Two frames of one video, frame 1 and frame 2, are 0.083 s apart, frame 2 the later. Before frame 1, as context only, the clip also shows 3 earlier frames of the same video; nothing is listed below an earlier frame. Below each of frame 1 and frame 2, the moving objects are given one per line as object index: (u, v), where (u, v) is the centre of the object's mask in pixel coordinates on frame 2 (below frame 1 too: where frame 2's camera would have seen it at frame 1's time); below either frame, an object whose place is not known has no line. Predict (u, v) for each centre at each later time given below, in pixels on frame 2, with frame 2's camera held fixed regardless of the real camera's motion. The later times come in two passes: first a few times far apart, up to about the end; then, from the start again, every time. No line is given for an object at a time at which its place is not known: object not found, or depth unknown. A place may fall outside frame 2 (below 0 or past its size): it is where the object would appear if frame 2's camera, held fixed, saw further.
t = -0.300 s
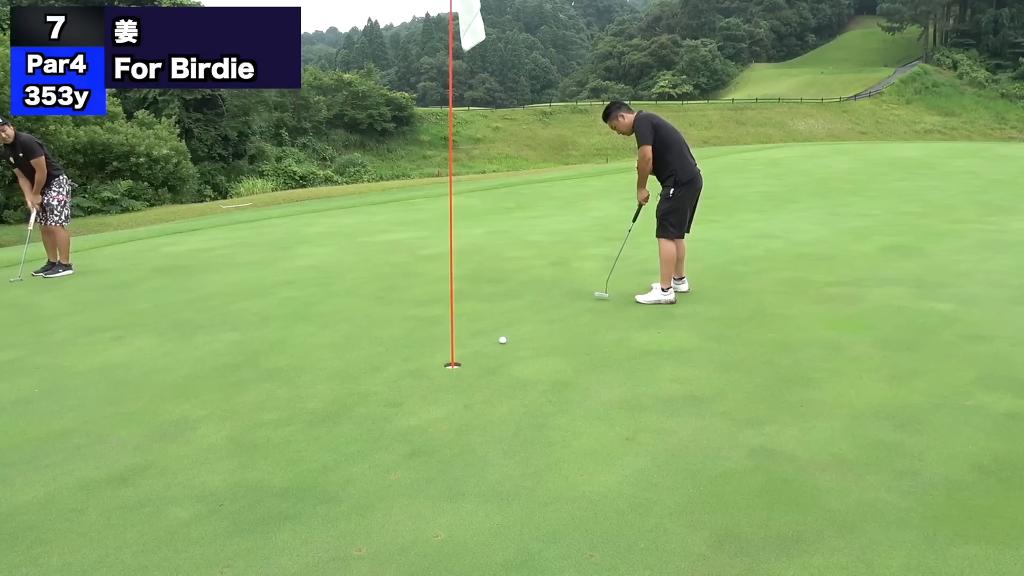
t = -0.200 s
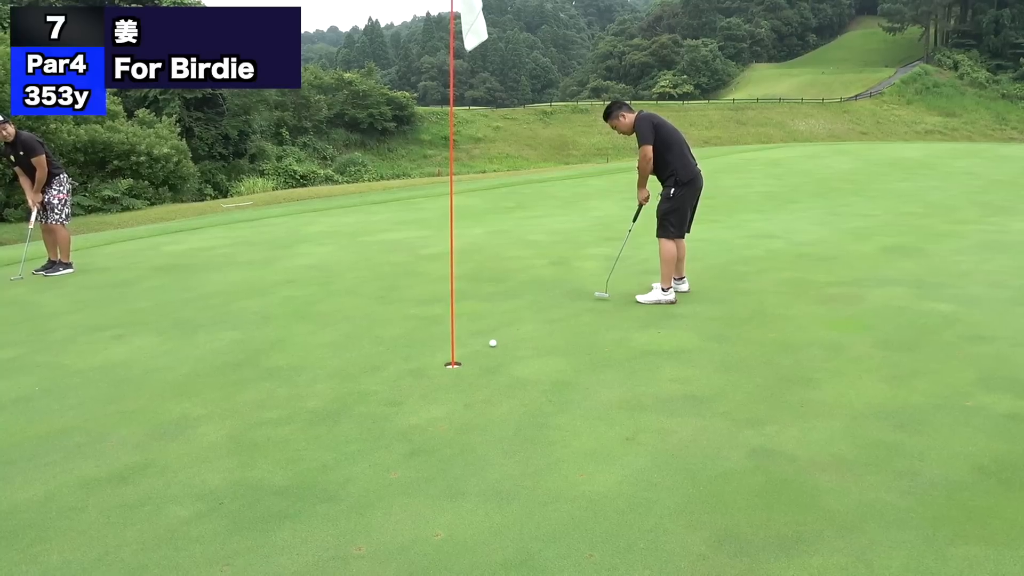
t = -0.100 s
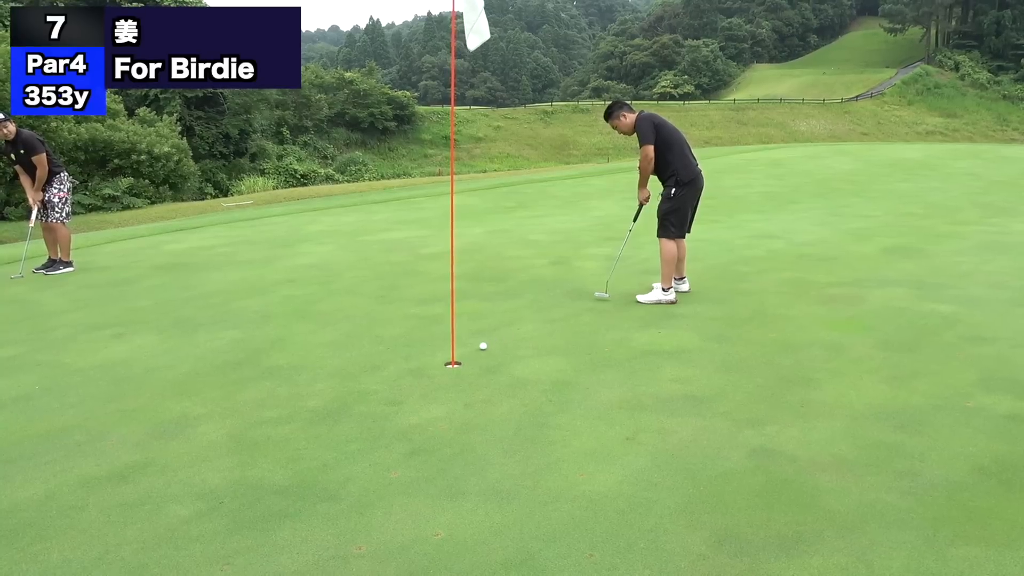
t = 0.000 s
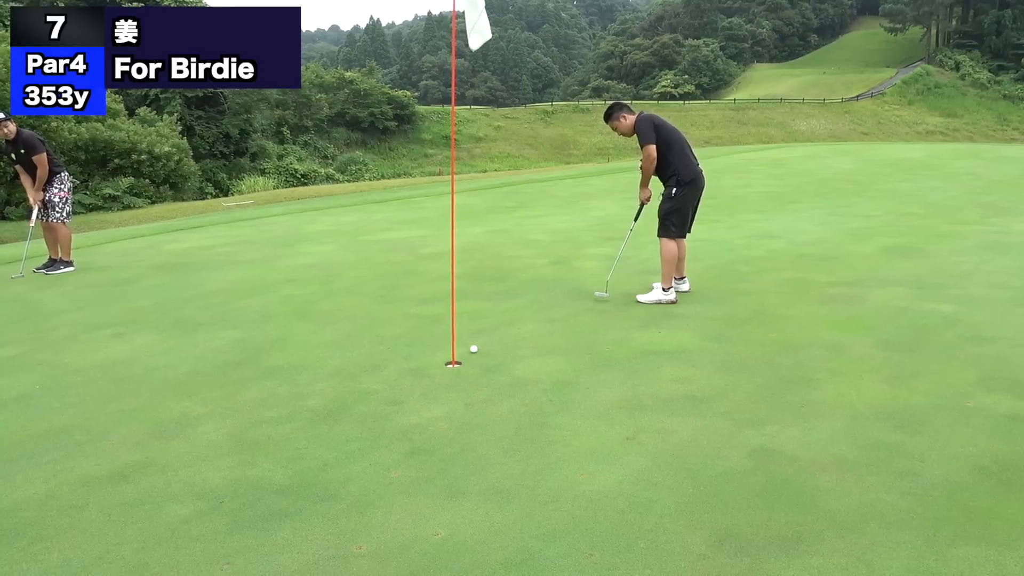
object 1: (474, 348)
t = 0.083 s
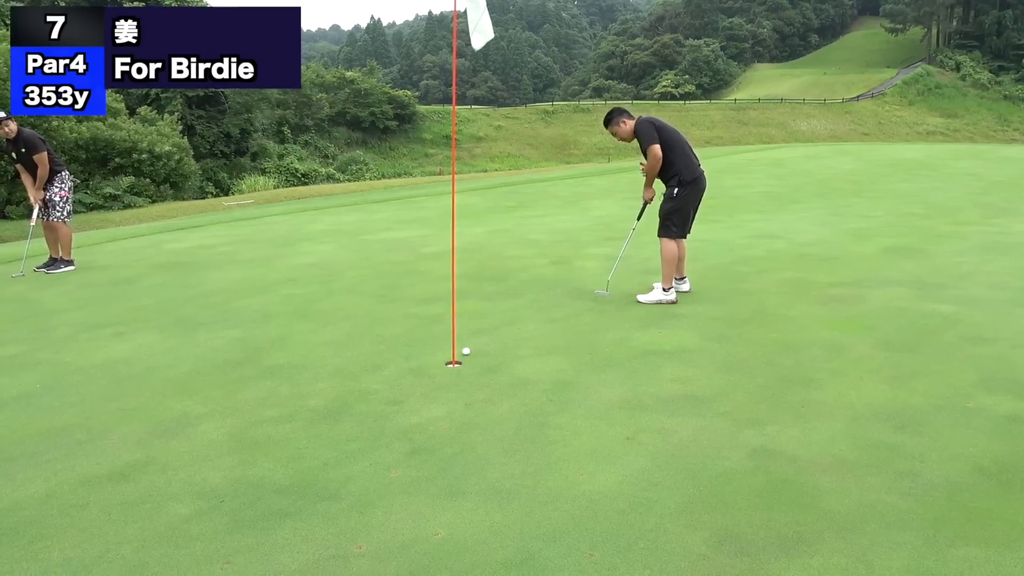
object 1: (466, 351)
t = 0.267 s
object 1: (449, 356)
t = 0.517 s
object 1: (429, 362)
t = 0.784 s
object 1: (410, 367)
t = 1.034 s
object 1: (396, 370)
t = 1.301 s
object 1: (385, 372)
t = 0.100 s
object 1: (465, 352)
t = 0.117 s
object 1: (463, 352)
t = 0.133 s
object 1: (462, 353)
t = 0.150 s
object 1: (461, 353)
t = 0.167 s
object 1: (459, 353)
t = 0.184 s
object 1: (458, 354)
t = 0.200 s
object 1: (457, 354)
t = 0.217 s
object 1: (455, 354)
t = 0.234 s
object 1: (453, 355)
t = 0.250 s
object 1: (450, 355)
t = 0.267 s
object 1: (449, 356)
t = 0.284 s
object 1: (448, 356)
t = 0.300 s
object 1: (447, 357)
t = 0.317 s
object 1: (446, 357)
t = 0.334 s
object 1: (444, 358)
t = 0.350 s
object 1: (442, 358)
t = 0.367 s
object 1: (441, 359)
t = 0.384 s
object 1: (440, 359)
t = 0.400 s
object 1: (438, 360)
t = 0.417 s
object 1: (437, 360)
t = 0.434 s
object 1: (436, 360)
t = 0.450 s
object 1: (434, 361)
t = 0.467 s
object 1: (433, 361)
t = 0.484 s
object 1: (432, 362)
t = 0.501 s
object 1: (430, 362)
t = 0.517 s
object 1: (429, 362)
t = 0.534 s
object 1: (428, 363)
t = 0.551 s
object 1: (426, 363)
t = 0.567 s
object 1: (425, 363)
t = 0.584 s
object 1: (424, 364)
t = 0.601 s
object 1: (422, 364)
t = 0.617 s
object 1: (421, 364)
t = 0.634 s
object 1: (420, 365)
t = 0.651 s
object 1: (419, 365)
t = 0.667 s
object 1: (418, 365)
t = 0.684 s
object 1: (417, 365)
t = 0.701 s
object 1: (416, 366)
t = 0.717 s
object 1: (414, 366)
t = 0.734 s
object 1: (413, 366)
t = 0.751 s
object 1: (412, 366)
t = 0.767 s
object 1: (411, 367)
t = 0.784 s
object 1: (410, 367)
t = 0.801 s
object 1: (409, 367)
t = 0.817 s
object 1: (408, 368)
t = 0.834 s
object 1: (407, 368)
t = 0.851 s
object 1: (406, 368)
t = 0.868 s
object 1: (405, 368)
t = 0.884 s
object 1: (404, 368)
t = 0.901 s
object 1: (403, 368)
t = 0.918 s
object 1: (402, 369)
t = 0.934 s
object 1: (401, 369)
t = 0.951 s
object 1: (400, 369)
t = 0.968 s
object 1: (399, 369)
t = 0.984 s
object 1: (399, 370)
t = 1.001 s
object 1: (398, 370)
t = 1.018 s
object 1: (397, 370)
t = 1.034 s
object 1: (396, 370)
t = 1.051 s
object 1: (395, 370)
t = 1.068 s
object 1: (394, 370)
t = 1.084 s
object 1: (393, 370)
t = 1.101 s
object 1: (393, 371)
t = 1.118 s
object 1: (392, 371)
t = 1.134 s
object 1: (391, 371)
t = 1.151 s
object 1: (391, 371)
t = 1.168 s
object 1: (390, 371)
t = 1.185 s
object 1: (390, 371)
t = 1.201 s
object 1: (389, 371)
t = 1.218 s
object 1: (388, 371)
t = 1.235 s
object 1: (388, 371)
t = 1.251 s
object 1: (387, 371)
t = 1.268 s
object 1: (387, 371)
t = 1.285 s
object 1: (386, 371)
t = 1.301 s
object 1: (385, 372)
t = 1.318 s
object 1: (385, 372)
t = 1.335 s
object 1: (385, 372)
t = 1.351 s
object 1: (384, 372)
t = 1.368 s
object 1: (384, 372)
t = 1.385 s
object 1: (384, 372)
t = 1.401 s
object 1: (384, 372)
